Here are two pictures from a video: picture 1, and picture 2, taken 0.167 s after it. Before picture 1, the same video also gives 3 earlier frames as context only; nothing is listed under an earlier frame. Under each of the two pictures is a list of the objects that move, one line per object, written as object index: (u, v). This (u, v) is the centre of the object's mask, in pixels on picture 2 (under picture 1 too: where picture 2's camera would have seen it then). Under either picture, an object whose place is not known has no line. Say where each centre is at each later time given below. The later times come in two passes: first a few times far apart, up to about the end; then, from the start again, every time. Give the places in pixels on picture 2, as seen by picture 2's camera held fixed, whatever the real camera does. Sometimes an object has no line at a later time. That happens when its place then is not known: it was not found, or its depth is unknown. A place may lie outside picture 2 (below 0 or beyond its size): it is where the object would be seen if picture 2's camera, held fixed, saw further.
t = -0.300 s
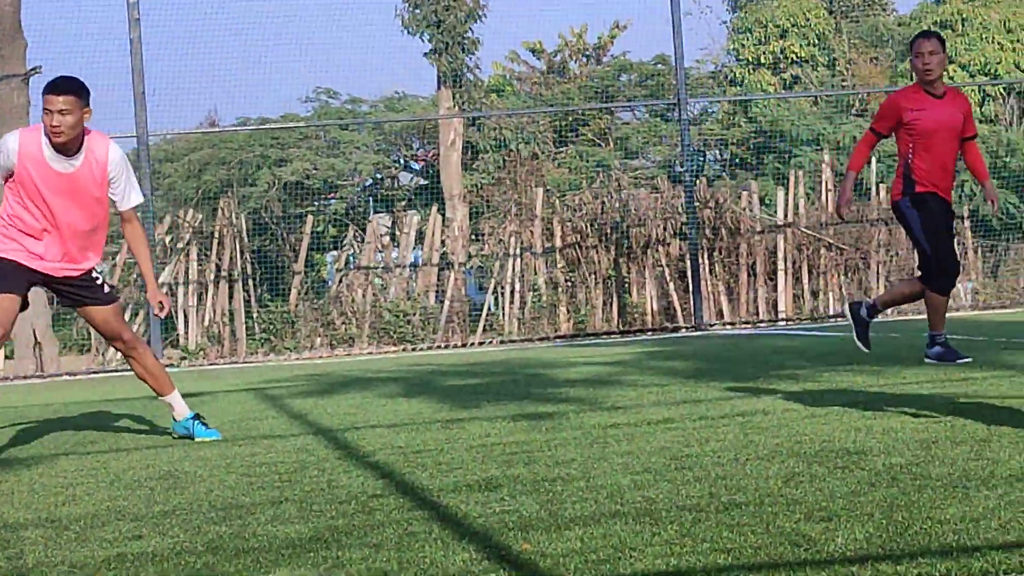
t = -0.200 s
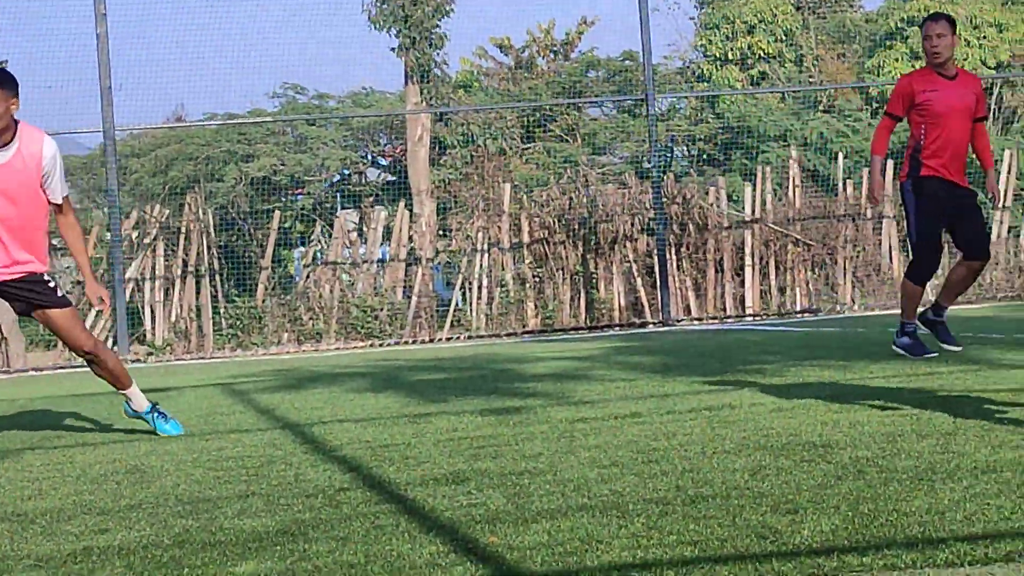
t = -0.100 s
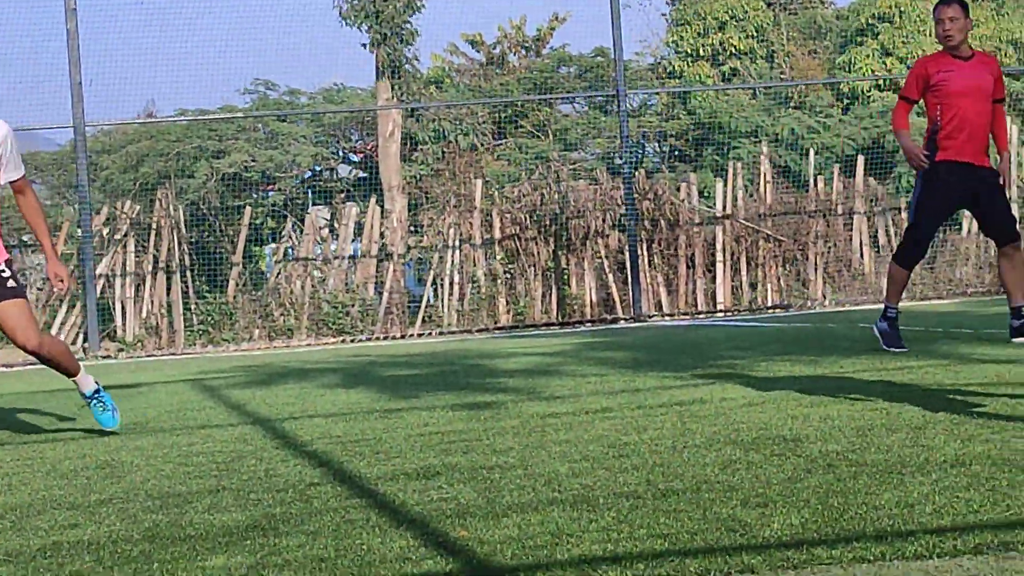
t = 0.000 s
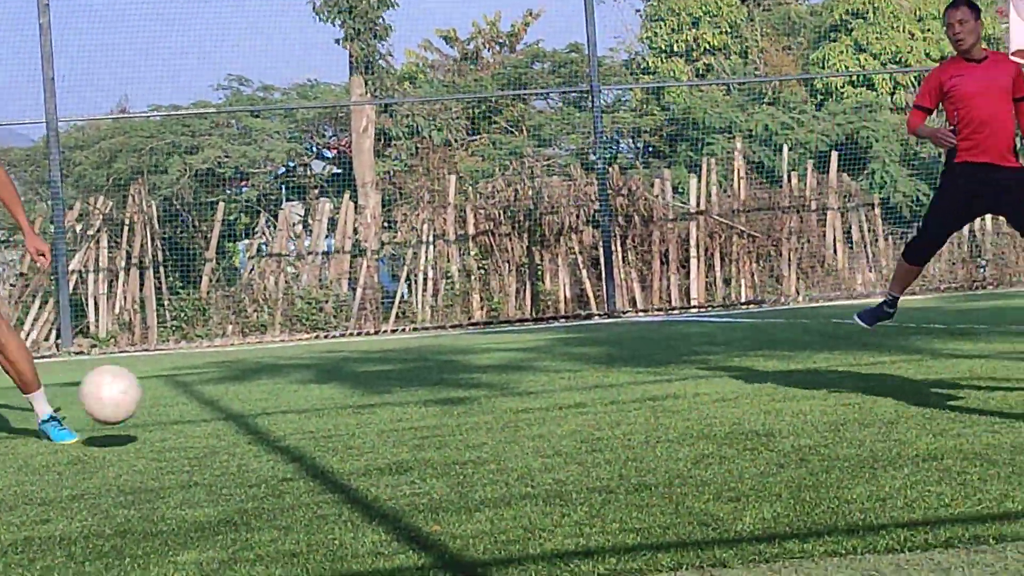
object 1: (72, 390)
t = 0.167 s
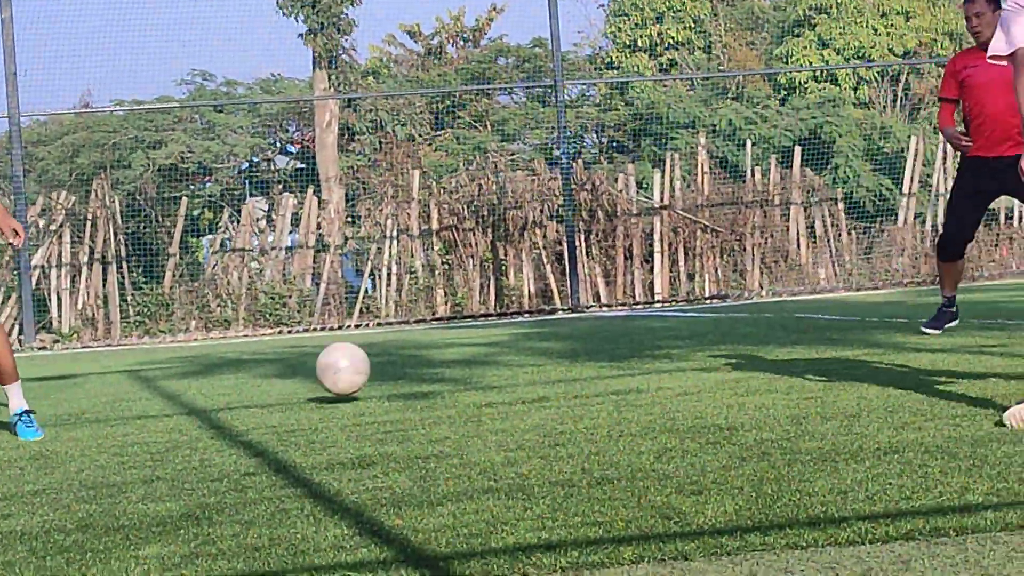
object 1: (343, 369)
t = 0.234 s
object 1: (421, 355)
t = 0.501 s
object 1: (666, 329)
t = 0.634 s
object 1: (762, 322)
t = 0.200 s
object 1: (383, 360)
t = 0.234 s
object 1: (421, 355)
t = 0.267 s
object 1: (458, 352)
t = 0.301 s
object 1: (494, 353)
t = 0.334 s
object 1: (527, 355)
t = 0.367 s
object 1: (557, 345)
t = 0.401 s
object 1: (585, 337)
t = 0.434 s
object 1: (613, 332)
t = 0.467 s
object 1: (639, 328)
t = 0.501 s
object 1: (666, 329)
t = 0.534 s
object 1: (691, 331)
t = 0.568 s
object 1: (716, 331)
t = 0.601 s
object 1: (740, 326)
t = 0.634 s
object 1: (762, 322)
